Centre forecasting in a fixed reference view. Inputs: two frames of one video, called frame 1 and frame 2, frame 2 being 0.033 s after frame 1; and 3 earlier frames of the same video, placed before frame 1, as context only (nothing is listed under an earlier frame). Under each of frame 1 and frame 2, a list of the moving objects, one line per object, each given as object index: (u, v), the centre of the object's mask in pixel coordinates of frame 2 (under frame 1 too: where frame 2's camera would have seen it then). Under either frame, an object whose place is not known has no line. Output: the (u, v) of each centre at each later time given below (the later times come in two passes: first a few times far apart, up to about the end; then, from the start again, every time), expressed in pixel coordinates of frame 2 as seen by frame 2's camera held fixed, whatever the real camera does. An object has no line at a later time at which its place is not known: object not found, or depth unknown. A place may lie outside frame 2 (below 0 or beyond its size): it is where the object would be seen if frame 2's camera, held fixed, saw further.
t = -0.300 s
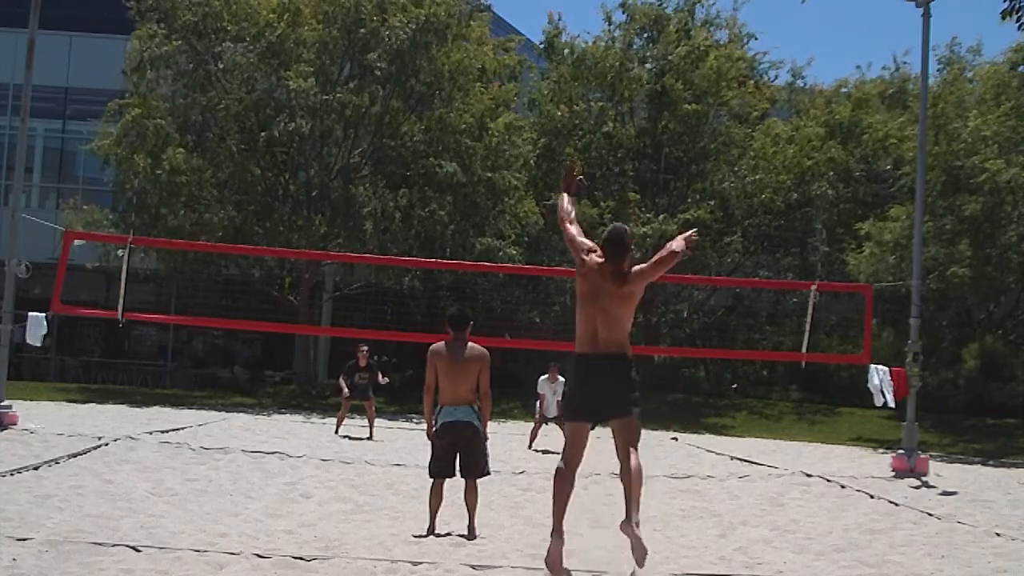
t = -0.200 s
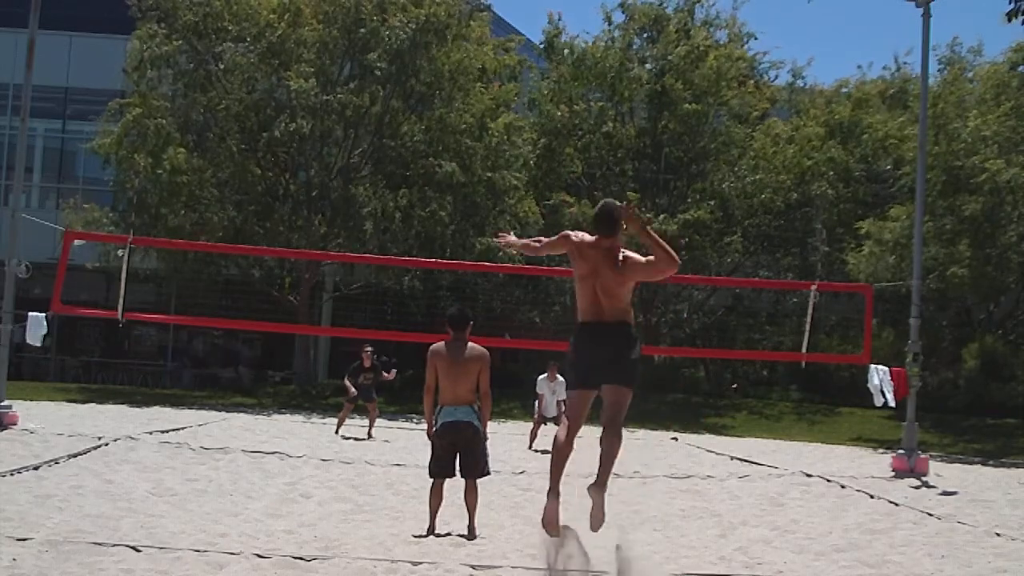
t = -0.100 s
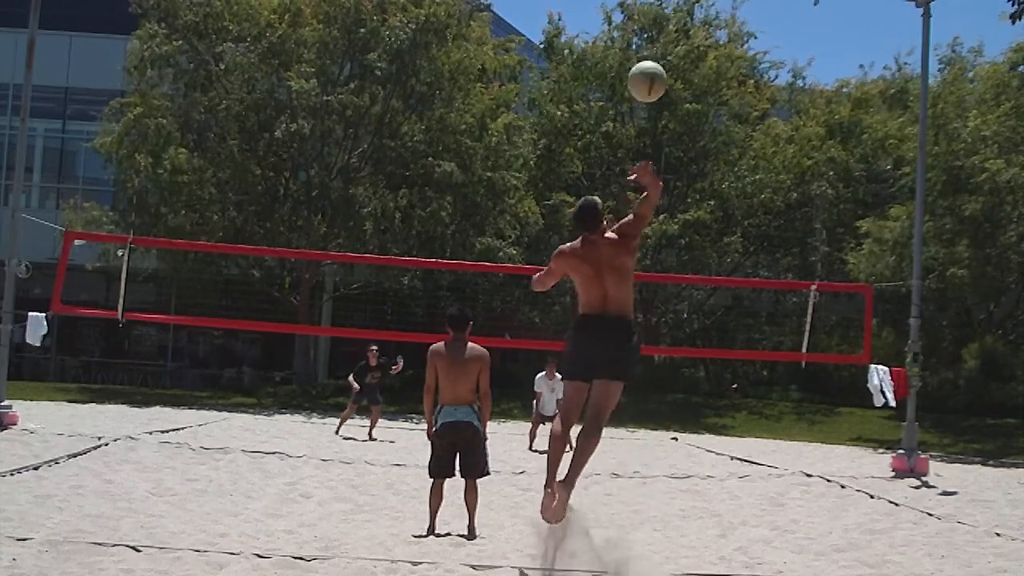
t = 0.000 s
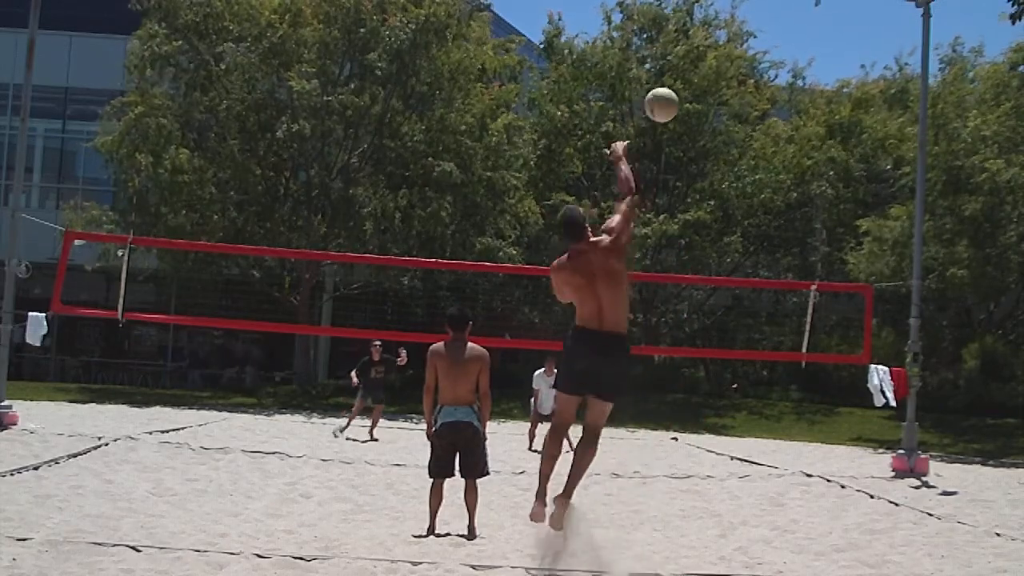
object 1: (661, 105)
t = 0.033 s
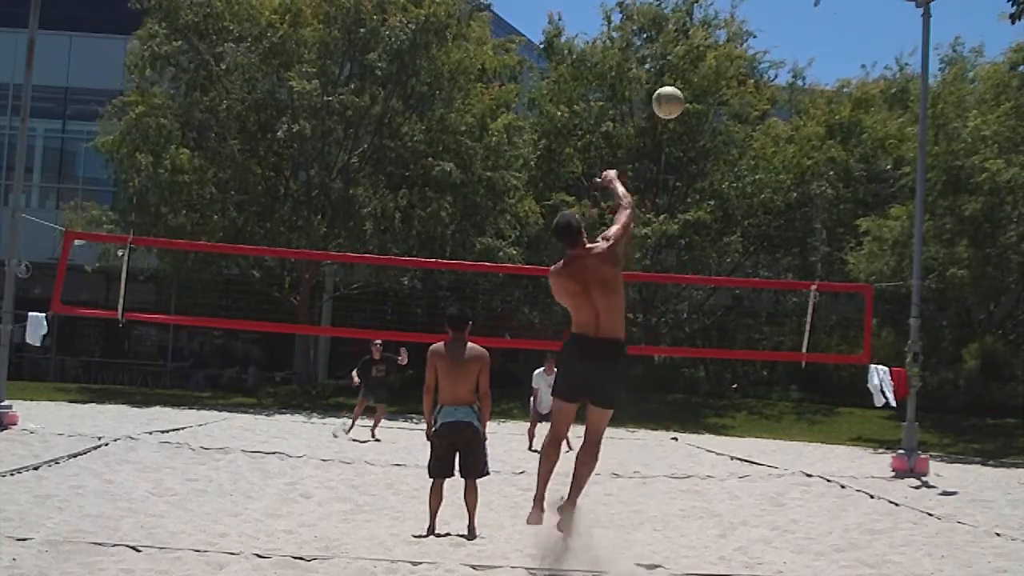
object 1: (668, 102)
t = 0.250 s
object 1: (694, 134)
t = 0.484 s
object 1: (711, 214)
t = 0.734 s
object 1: (721, 322)
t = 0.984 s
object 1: (727, 445)
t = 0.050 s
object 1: (671, 102)
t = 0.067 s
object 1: (673, 102)
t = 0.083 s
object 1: (676, 103)
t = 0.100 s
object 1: (678, 104)
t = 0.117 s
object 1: (680, 106)
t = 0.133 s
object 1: (683, 108)
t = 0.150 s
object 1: (684, 110)
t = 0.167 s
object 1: (686, 113)
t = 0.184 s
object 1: (688, 117)
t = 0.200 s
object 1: (690, 121)
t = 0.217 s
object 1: (691, 125)
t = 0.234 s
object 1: (692, 129)
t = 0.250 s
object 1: (694, 134)
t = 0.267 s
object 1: (695, 138)
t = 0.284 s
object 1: (697, 143)
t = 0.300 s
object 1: (698, 148)
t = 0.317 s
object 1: (699, 153)
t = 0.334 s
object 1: (701, 159)
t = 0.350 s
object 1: (702, 164)
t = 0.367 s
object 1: (703, 170)
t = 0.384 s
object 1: (705, 176)
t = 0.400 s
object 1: (706, 182)
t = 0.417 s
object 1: (707, 188)
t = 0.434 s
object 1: (708, 195)
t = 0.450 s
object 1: (709, 201)
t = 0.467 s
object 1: (710, 207)
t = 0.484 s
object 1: (711, 214)
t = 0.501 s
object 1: (712, 220)
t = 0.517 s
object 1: (713, 227)
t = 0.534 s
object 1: (714, 234)
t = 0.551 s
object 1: (714, 241)
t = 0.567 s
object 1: (715, 247)
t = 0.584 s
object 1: (716, 255)
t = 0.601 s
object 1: (717, 262)
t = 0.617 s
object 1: (717, 269)
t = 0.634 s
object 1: (718, 273)
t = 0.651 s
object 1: (718, 289)
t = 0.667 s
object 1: (719, 292)
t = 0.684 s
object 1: (720, 299)
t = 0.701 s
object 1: (720, 307)
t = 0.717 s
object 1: (721, 314)
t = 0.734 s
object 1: (721, 322)
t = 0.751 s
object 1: (722, 330)
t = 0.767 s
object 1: (722, 337)
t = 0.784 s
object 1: (723, 344)
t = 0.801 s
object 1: (723, 352)
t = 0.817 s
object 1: (724, 363)
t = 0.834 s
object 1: (724, 369)
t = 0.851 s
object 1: (725, 378)
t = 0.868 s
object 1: (725, 386)
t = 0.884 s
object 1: (725, 394)
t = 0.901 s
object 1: (726, 402)
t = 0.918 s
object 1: (726, 411)
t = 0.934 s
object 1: (726, 419)
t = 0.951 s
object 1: (727, 427)
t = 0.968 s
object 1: (727, 435)
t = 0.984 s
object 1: (727, 445)
